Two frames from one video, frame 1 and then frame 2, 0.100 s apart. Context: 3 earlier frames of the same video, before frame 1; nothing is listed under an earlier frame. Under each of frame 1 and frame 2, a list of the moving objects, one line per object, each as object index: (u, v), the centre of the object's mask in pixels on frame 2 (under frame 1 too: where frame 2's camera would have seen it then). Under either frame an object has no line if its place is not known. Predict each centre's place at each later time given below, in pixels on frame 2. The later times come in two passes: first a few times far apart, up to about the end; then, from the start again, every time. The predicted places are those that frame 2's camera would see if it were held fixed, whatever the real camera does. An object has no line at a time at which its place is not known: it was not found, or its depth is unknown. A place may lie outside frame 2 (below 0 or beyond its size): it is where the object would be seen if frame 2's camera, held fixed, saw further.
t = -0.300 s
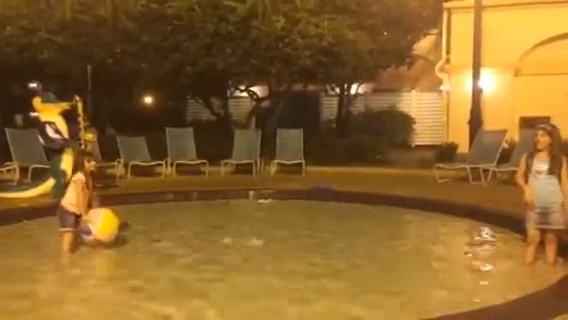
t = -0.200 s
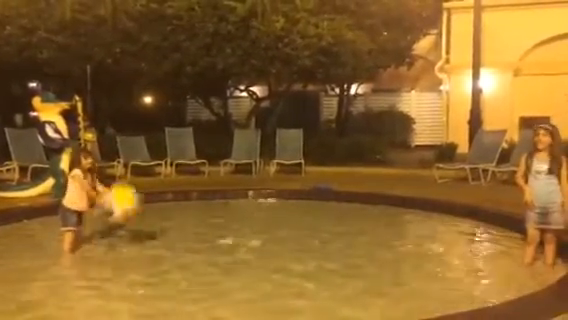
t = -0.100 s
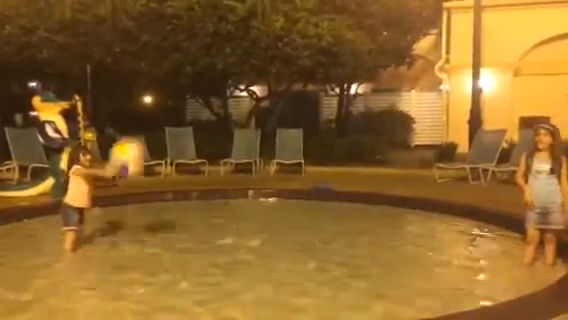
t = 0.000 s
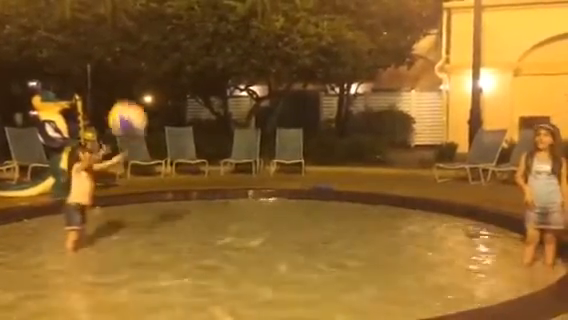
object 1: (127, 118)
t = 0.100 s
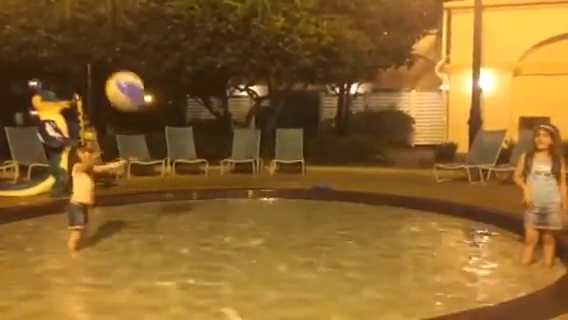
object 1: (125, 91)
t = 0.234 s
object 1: (122, 64)
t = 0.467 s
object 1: (118, 50)
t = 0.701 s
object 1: (117, 73)
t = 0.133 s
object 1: (124, 84)
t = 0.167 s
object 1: (123, 76)
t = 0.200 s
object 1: (123, 70)
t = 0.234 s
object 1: (122, 64)
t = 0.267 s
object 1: (121, 60)
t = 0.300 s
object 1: (120, 56)
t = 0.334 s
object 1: (119, 53)
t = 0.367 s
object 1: (120, 51)
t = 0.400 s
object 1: (119, 51)
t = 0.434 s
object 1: (118, 50)
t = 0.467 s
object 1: (118, 50)
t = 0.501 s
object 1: (117, 51)
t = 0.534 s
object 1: (116, 53)
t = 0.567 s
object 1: (116, 55)
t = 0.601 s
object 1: (116, 60)
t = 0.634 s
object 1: (117, 63)
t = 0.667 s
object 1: (116, 67)
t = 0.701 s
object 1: (117, 73)
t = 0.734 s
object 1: (117, 80)
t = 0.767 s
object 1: (117, 87)
